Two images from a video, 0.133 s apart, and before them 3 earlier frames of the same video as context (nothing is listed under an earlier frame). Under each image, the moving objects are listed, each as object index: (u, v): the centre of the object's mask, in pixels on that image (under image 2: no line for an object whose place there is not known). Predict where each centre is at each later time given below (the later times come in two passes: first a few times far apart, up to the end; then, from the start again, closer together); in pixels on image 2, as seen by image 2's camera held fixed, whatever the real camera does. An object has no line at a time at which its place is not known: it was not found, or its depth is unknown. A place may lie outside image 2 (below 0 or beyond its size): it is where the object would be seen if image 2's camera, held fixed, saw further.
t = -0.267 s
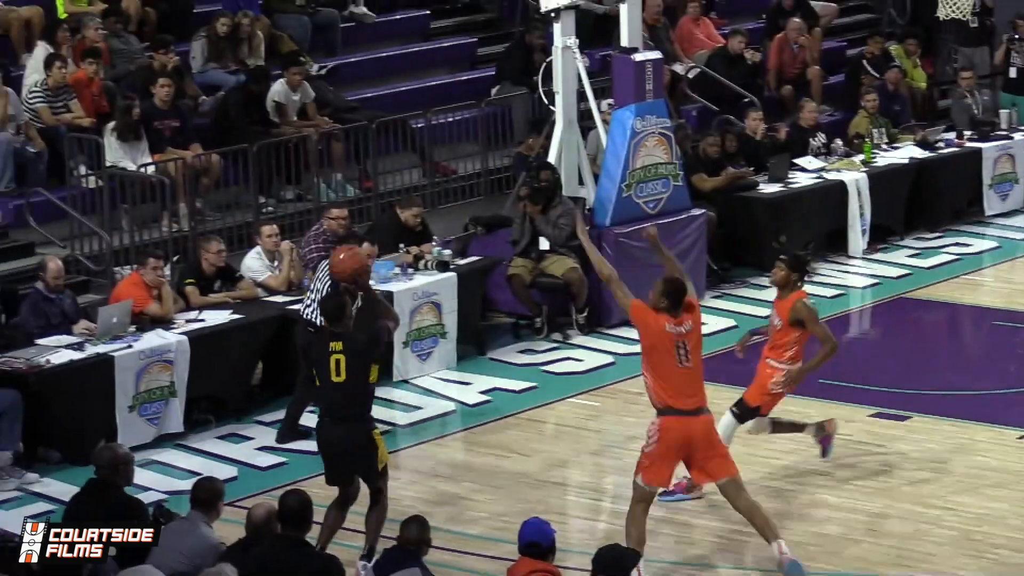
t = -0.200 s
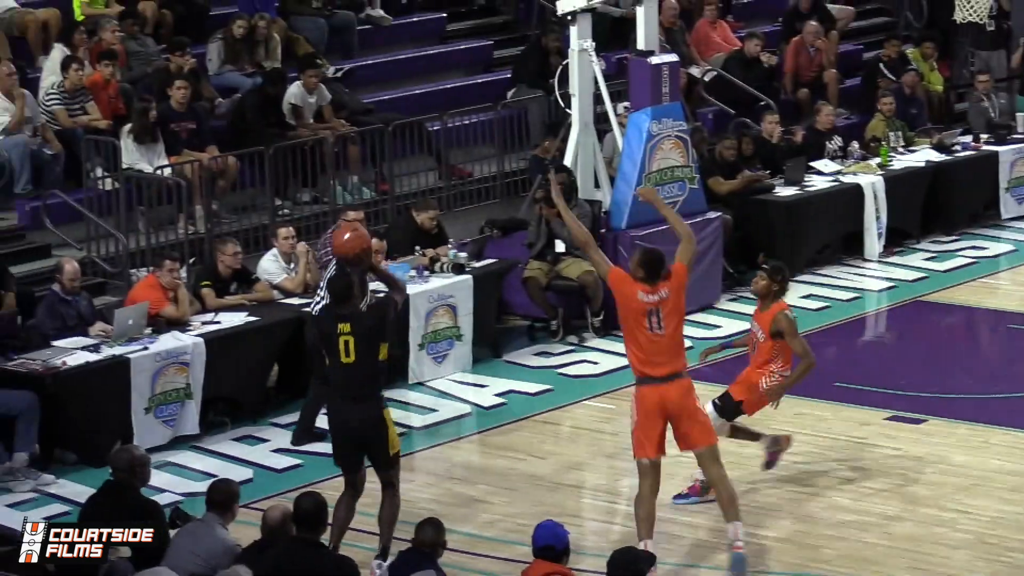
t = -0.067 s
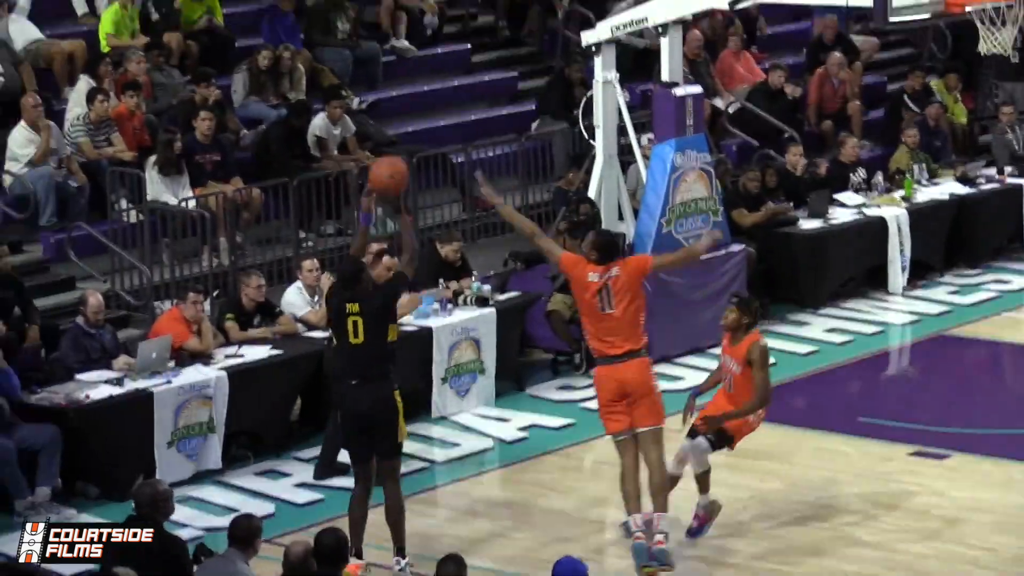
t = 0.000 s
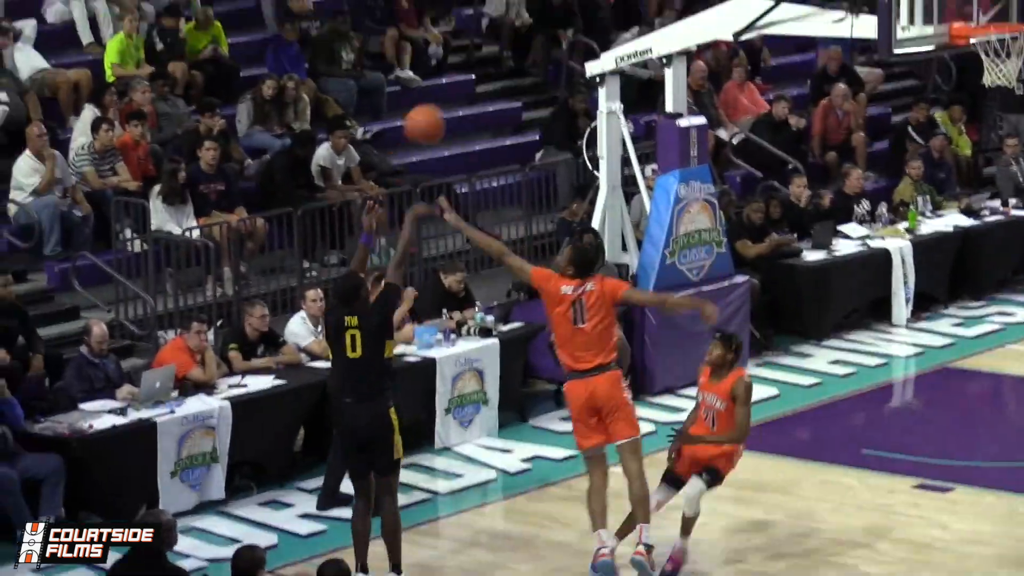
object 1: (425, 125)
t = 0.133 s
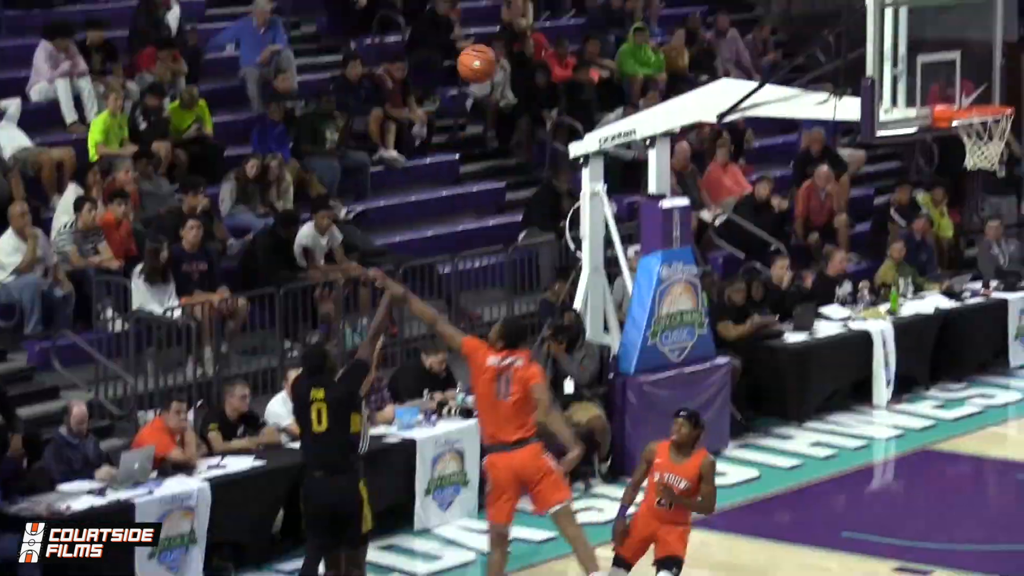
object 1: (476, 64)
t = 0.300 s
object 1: (561, -66)
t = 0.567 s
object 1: (685, -174)
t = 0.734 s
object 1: (757, -183)
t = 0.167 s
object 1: (494, 34)
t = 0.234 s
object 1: (529, -20)
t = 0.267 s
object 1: (545, -44)
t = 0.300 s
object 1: (561, -66)
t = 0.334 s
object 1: (577, -85)
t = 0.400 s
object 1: (608, -120)
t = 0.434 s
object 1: (624, -135)
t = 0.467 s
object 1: (639, -148)
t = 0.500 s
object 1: (655, -158)
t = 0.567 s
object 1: (685, -174)
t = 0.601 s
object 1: (699, -179)
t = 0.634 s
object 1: (713, -182)
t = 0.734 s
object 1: (757, -183)
